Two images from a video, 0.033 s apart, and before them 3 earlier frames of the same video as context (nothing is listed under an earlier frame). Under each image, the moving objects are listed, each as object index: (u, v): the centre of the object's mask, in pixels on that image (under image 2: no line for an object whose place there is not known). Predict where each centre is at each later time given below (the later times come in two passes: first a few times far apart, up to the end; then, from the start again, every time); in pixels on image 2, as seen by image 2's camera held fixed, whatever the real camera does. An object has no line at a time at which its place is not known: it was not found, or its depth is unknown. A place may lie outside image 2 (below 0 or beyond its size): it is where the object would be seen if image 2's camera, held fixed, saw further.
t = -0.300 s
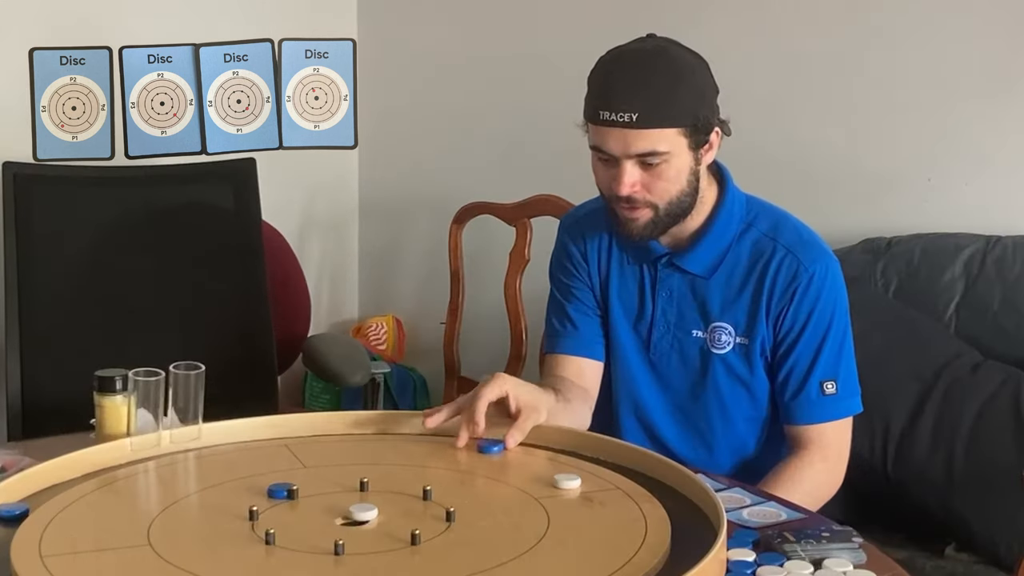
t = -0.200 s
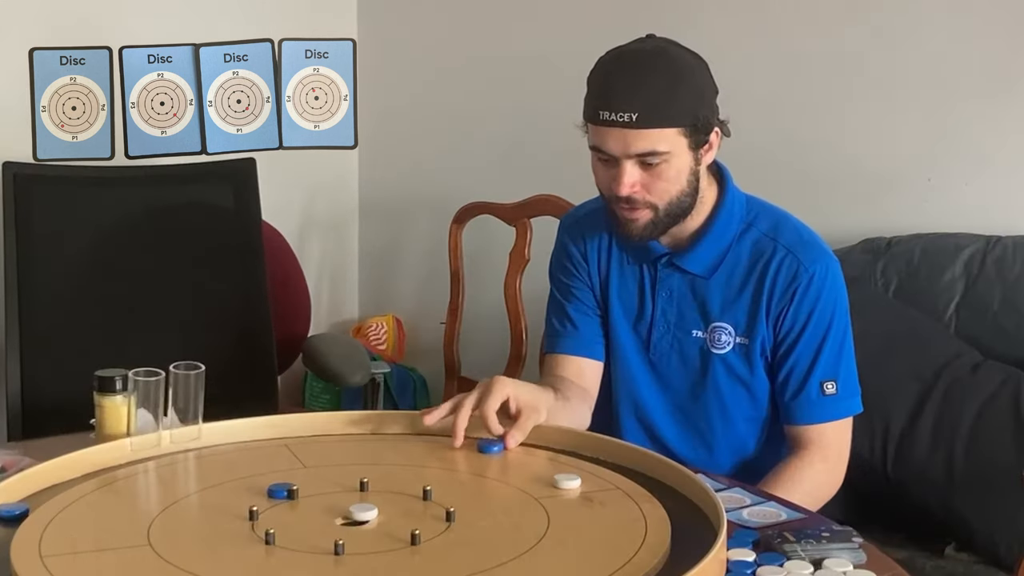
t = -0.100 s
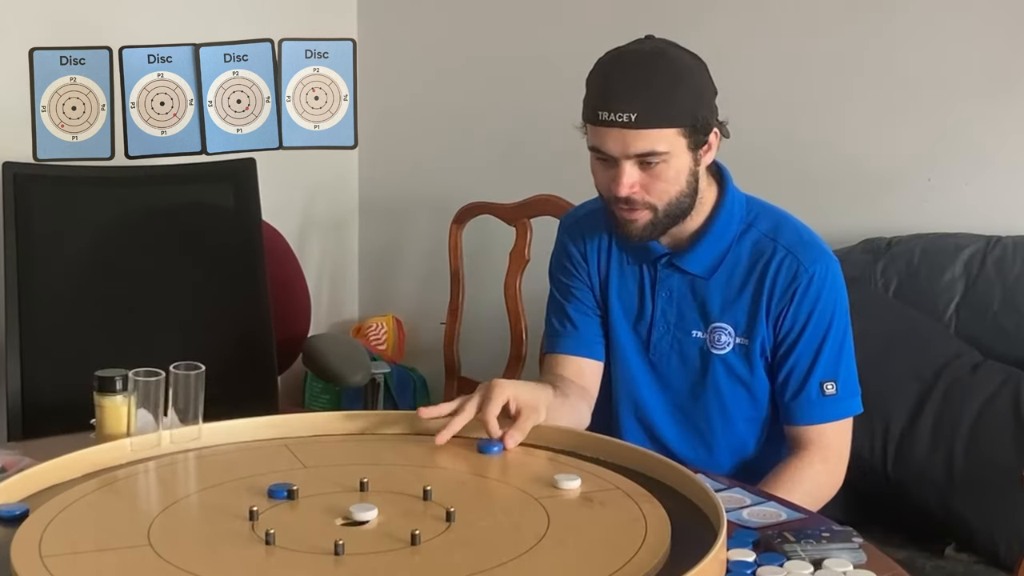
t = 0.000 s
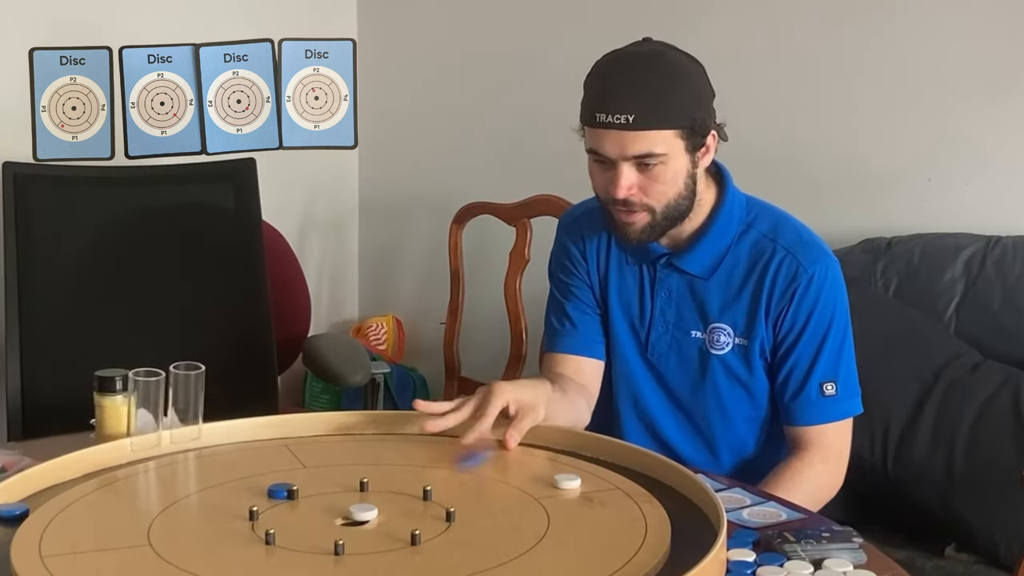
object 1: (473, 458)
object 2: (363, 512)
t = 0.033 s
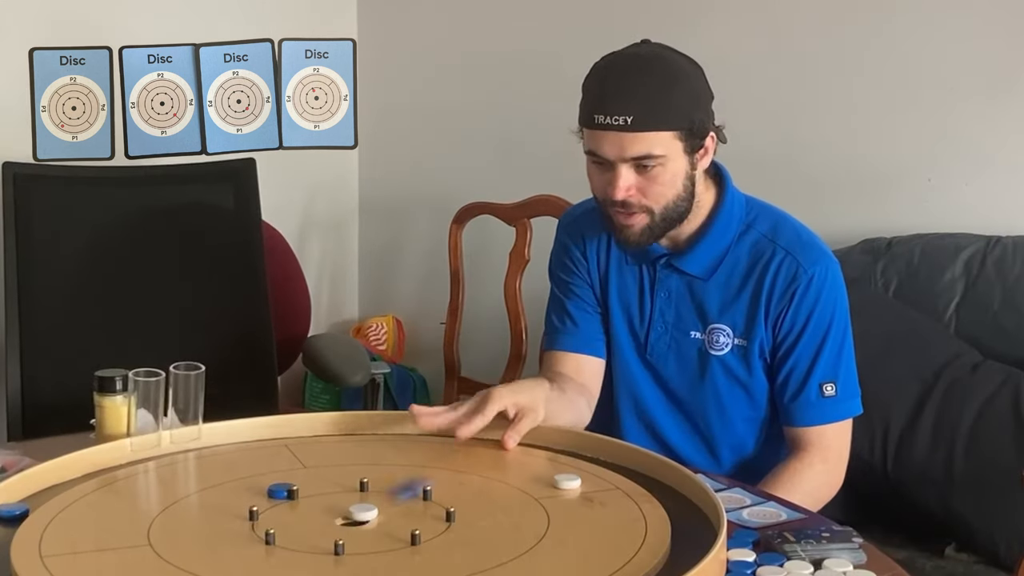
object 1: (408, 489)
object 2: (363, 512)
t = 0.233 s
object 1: (323, 513)
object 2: (57, 562)
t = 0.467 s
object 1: (296, 517)
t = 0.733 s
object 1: (296, 517)
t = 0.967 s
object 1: (295, 517)
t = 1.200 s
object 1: (295, 517)
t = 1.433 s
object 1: (295, 517)
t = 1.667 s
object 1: (295, 517)
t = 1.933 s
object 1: (295, 517)
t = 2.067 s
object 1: (295, 517)
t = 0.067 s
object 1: (372, 504)
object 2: (342, 516)
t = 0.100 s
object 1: (360, 507)
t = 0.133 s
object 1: (349, 508)
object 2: (239, 497)
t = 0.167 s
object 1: (340, 510)
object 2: (185, 505)
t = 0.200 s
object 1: (331, 511)
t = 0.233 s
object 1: (323, 513)
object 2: (57, 562)
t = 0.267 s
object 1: (317, 514)
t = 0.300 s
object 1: (311, 515)
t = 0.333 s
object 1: (305, 516)
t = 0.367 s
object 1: (301, 516)
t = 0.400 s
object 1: (298, 517)
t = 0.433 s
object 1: (296, 517)
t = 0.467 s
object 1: (296, 517)
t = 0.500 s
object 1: (296, 517)
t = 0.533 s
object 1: (296, 517)
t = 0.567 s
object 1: (296, 517)
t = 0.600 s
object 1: (296, 517)
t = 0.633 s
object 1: (296, 517)
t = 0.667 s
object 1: (296, 517)
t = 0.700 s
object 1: (296, 517)
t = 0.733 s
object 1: (296, 517)
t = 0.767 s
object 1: (296, 517)
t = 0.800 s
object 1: (295, 517)
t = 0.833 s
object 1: (295, 517)
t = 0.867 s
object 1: (296, 517)
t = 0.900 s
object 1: (296, 517)
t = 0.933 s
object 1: (295, 517)
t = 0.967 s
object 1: (295, 517)
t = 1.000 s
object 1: (295, 517)
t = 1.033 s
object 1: (295, 517)
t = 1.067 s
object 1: (295, 517)
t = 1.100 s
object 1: (295, 517)
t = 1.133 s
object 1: (295, 517)
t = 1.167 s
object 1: (295, 517)
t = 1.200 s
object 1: (295, 517)
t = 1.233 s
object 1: (295, 517)
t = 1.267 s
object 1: (295, 517)
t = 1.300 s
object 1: (295, 517)
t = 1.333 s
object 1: (295, 517)
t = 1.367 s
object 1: (295, 517)
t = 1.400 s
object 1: (295, 517)
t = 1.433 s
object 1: (295, 517)
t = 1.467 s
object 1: (295, 517)
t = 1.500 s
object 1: (295, 517)
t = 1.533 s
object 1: (295, 517)
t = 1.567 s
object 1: (295, 517)
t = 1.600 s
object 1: (295, 517)
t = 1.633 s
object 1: (295, 517)
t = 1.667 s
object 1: (295, 517)
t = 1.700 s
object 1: (295, 517)
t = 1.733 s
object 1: (295, 517)
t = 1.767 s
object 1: (295, 517)
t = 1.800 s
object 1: (295, 517)
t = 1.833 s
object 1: (295, 517)
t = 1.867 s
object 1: (295, 517)
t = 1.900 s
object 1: (295, 517)
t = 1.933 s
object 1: (295, 517)
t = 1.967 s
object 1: (295, 517)
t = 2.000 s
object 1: (295, 517)
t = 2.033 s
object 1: (295, 517)
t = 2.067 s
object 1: (295, 517)
